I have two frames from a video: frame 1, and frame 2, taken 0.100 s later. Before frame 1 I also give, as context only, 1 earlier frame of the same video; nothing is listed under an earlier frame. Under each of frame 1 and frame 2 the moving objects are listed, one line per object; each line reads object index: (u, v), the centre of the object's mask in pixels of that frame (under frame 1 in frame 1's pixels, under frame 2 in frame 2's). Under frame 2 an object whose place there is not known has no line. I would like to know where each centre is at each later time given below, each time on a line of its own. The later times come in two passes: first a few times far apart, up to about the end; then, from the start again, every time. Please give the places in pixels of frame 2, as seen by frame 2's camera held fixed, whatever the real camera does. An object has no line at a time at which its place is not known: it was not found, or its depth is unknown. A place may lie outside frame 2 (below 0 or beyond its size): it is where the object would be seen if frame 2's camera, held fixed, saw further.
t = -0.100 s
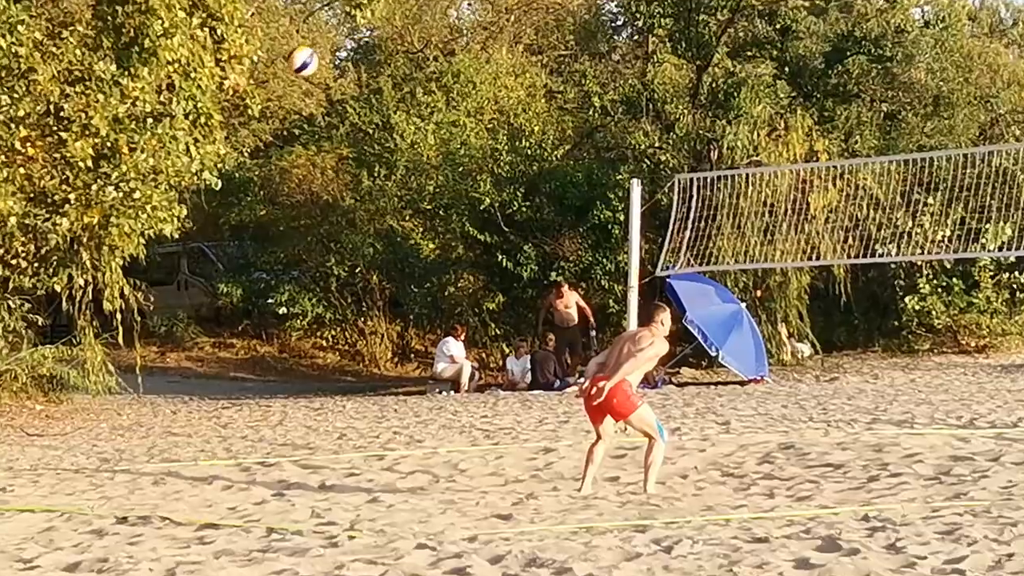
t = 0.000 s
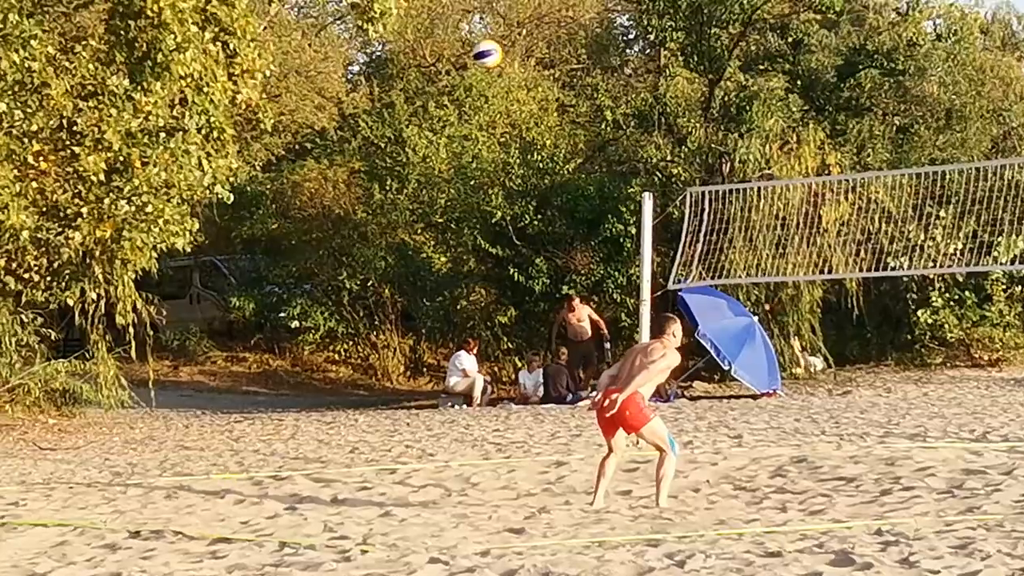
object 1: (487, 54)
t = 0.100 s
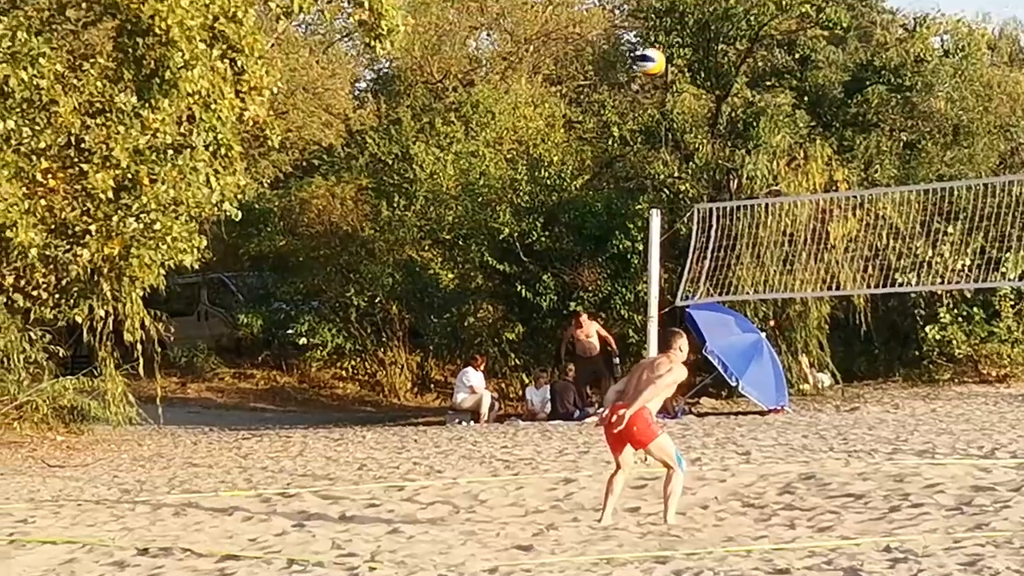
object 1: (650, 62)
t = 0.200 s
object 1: (797, 67)
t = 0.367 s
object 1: (1015, 103)
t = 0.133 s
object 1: (700, 63)
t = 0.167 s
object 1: (749, 64)
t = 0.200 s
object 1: (797, 67)
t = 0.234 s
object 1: (844, 72)
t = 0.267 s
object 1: (888, 77)
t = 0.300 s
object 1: (933, 84)
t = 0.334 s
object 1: (975, 93)
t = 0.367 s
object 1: (1015, 103)
